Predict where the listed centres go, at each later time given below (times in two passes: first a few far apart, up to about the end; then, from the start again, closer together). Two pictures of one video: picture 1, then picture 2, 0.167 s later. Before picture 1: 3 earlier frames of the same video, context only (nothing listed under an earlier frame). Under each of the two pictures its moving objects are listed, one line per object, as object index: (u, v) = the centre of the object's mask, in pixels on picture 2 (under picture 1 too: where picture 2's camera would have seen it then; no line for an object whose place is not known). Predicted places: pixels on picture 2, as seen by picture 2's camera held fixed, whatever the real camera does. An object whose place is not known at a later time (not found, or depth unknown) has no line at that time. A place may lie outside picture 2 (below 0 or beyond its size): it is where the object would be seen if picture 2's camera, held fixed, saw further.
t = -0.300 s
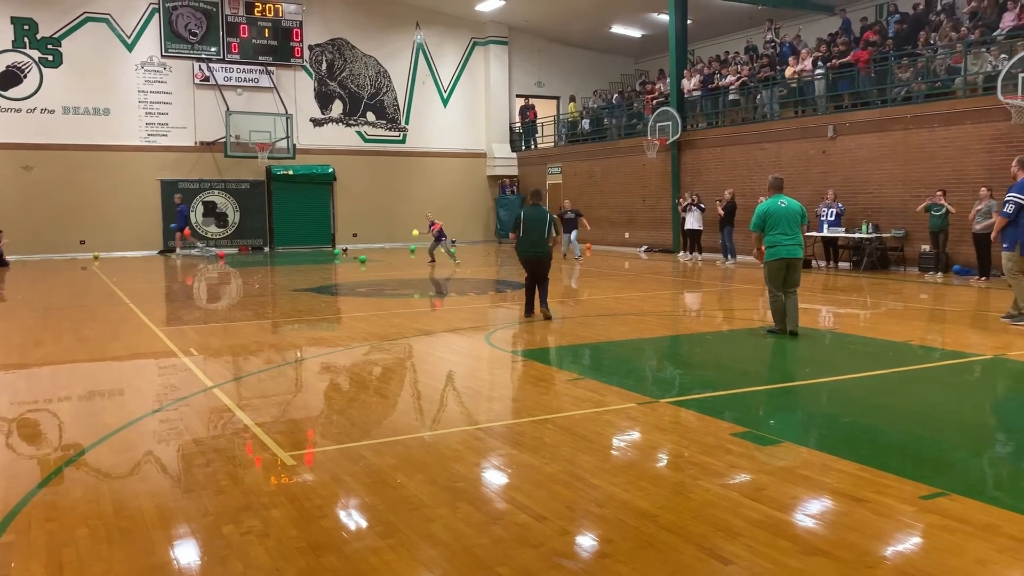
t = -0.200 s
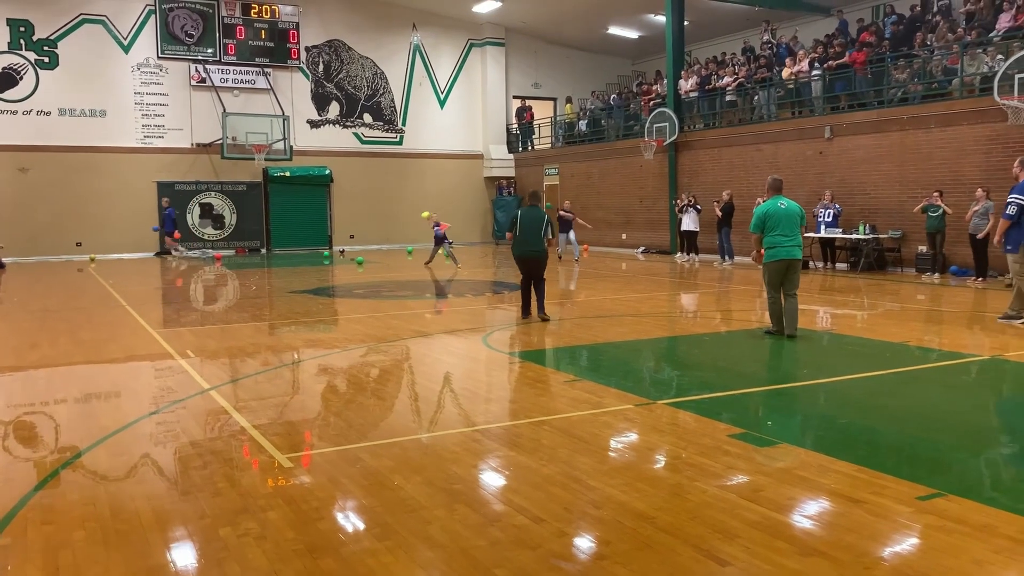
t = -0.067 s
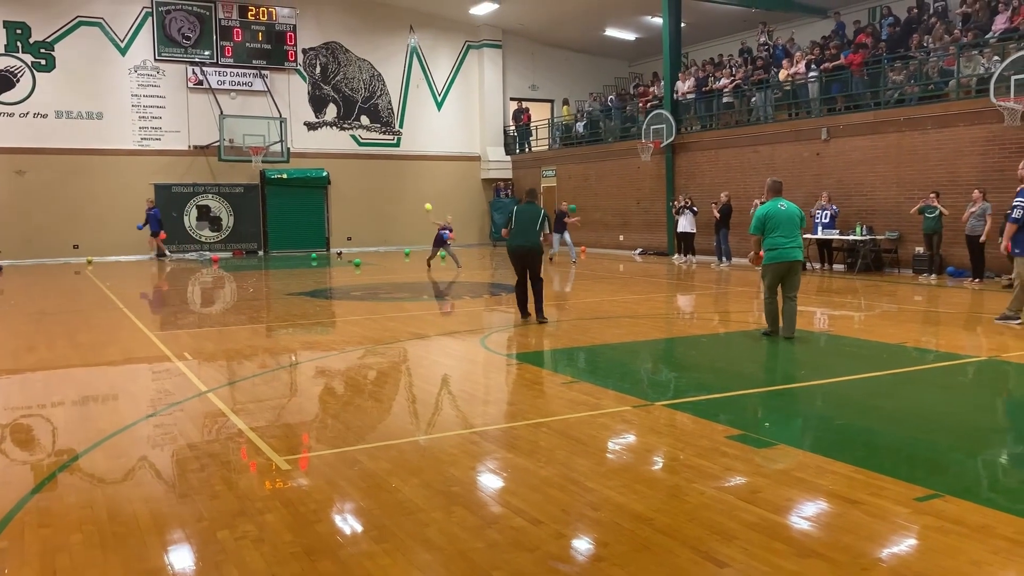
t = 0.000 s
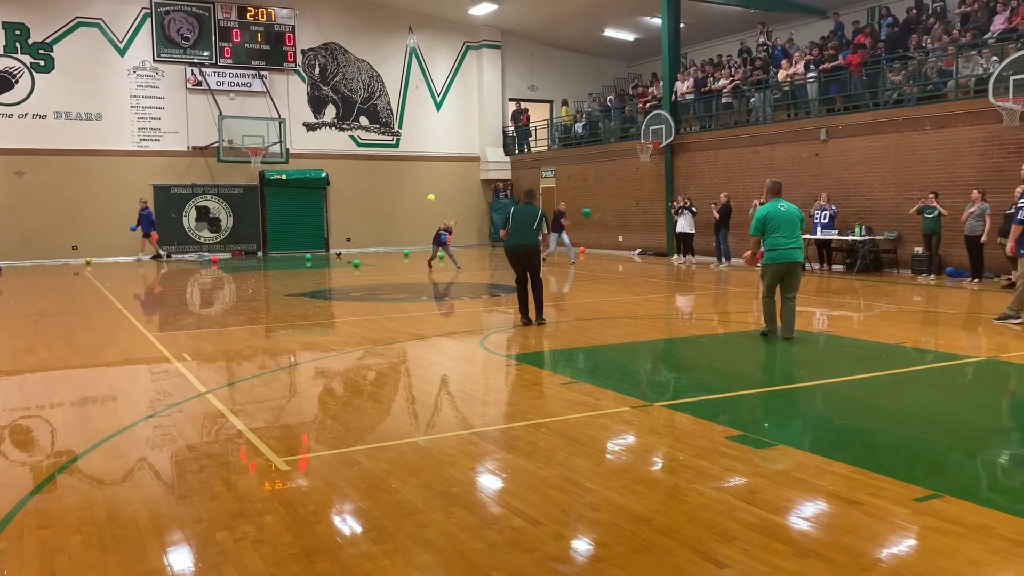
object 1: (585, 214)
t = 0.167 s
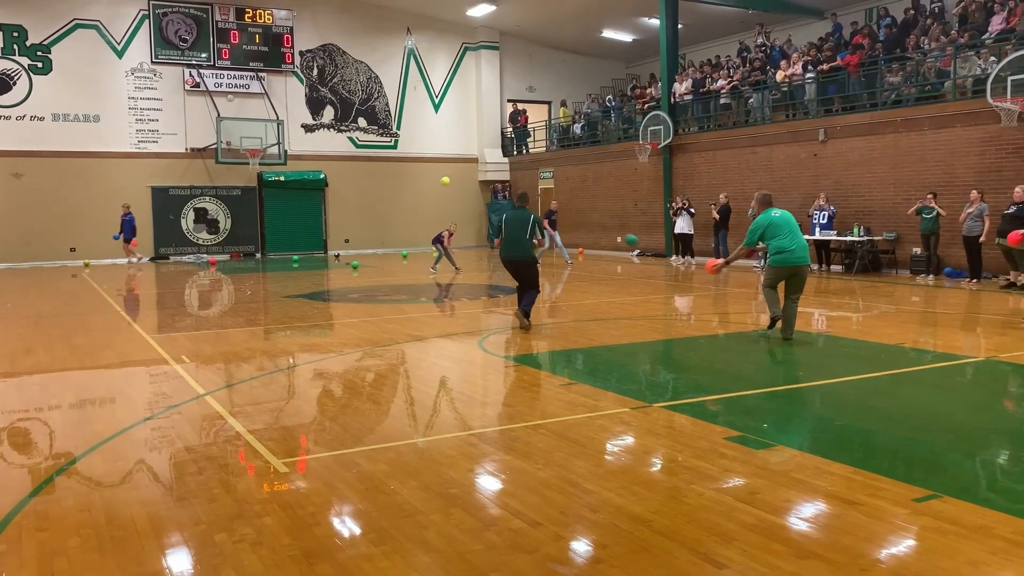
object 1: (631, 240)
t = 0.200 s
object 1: (644, 249)
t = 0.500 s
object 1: (810, 377)
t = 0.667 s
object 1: (939, 413)
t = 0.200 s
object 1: (644, 249)
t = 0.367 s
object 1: (724, 329)
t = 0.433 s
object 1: (775, 381)
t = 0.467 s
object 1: (791, 379)
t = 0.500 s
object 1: (810, 377)
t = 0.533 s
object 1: (830, 378)
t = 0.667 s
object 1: (939, 413)
